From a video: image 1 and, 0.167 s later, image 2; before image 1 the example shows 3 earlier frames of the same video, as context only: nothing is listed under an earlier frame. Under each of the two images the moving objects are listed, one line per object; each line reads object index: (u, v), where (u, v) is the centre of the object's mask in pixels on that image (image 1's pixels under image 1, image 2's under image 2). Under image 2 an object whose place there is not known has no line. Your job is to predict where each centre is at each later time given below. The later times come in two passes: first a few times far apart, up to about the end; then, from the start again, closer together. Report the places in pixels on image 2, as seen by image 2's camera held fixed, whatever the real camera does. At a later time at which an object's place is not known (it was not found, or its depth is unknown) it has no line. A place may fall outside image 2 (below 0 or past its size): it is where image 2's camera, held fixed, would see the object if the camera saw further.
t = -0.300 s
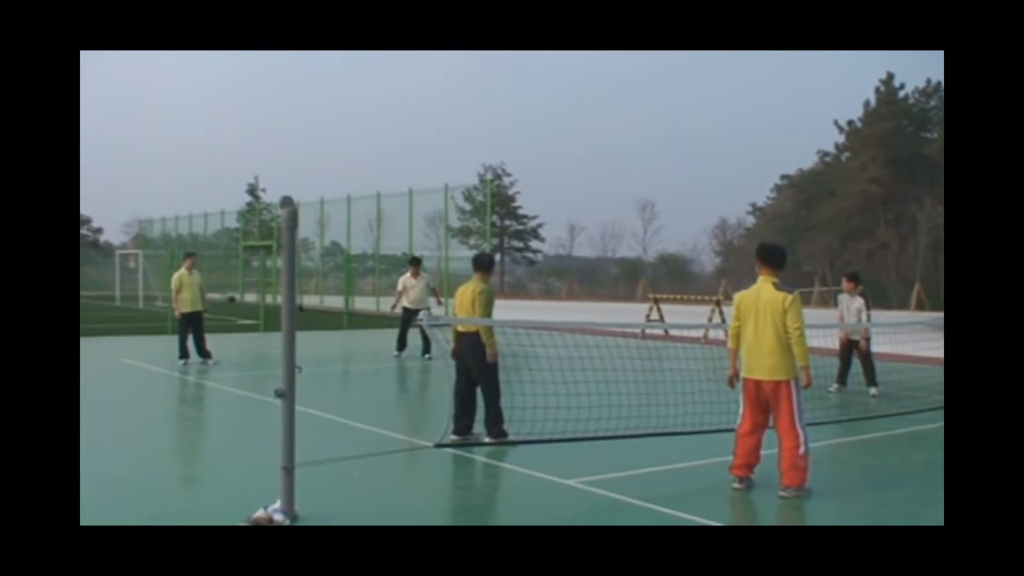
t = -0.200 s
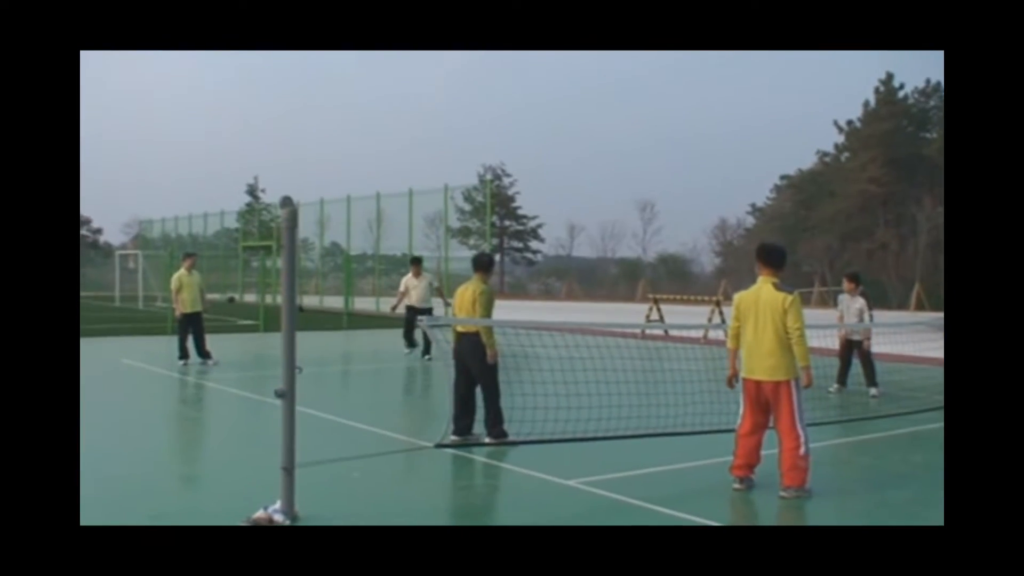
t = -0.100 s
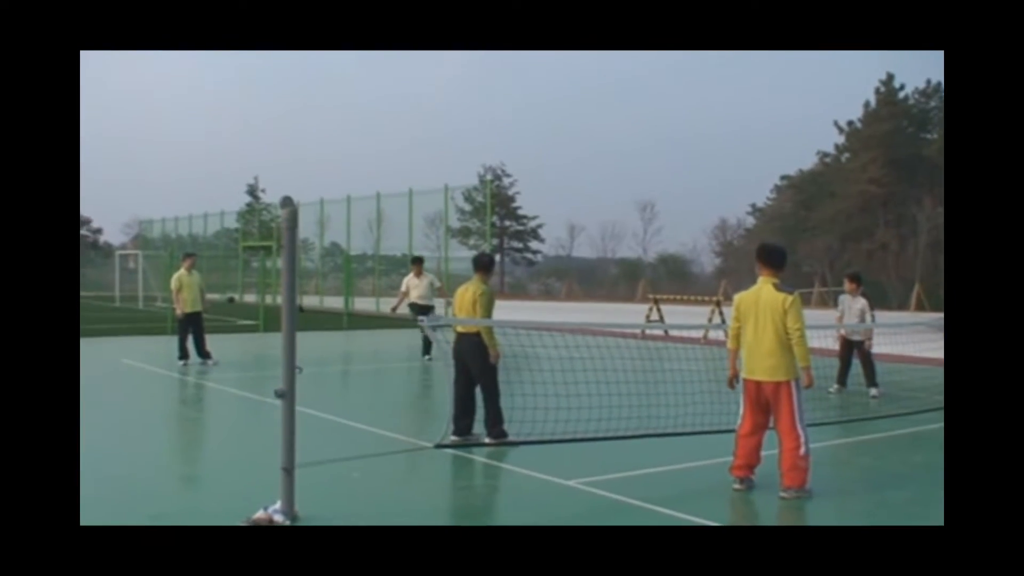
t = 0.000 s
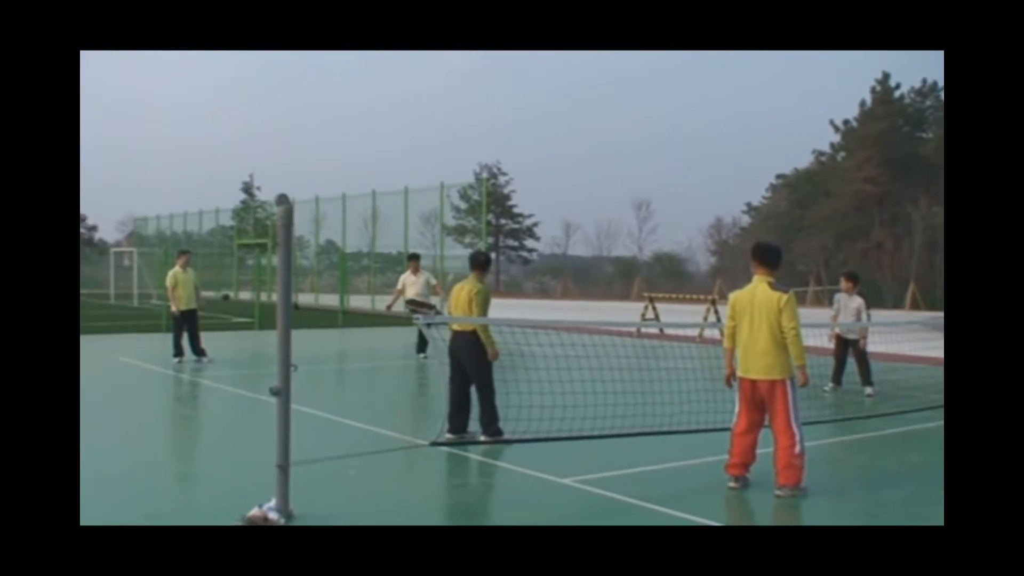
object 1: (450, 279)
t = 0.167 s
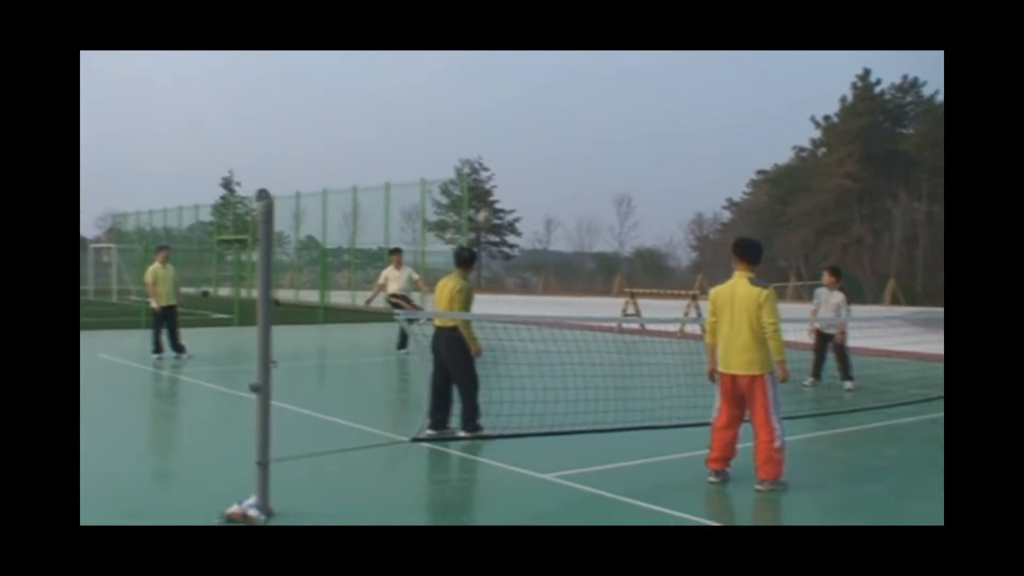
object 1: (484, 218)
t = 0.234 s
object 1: (507, 198)
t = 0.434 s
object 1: (578, 156)
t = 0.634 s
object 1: (662, 139)
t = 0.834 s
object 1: (768, 154)
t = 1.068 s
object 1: (931, 236)
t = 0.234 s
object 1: (507, 198)
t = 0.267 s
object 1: (519, 190)
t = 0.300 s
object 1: (530, 182)
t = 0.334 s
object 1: (542, 174)
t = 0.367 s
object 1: (553, 167)
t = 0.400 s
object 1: (566, 161)
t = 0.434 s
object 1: (578, 156)
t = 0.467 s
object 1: (591, 151)
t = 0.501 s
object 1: (605, 147)
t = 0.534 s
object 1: (618, 144)
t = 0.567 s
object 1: (633, 141)
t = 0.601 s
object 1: (647, 140)
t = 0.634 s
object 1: (662, 139)
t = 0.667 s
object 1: (678, 139)
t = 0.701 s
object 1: (695, 139)
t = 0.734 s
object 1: (712, 141)
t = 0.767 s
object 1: (730, 144)
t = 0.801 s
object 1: (749, 149)
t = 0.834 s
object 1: (768, 154)
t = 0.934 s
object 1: (833, 178)
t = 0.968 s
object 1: (857, 189)
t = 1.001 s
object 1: (881, 203)
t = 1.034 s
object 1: (905, 218)
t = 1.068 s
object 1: (931, 236)
